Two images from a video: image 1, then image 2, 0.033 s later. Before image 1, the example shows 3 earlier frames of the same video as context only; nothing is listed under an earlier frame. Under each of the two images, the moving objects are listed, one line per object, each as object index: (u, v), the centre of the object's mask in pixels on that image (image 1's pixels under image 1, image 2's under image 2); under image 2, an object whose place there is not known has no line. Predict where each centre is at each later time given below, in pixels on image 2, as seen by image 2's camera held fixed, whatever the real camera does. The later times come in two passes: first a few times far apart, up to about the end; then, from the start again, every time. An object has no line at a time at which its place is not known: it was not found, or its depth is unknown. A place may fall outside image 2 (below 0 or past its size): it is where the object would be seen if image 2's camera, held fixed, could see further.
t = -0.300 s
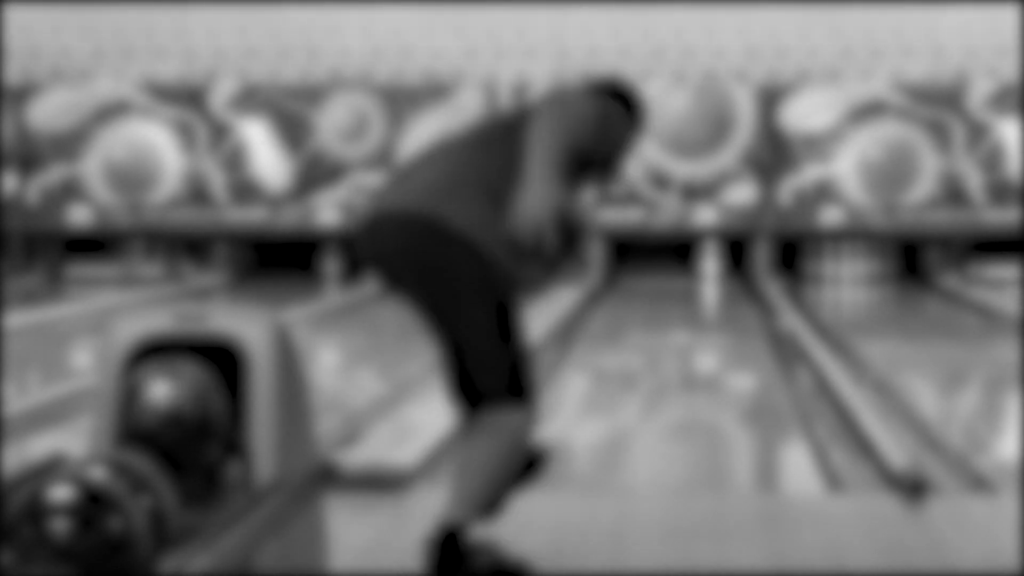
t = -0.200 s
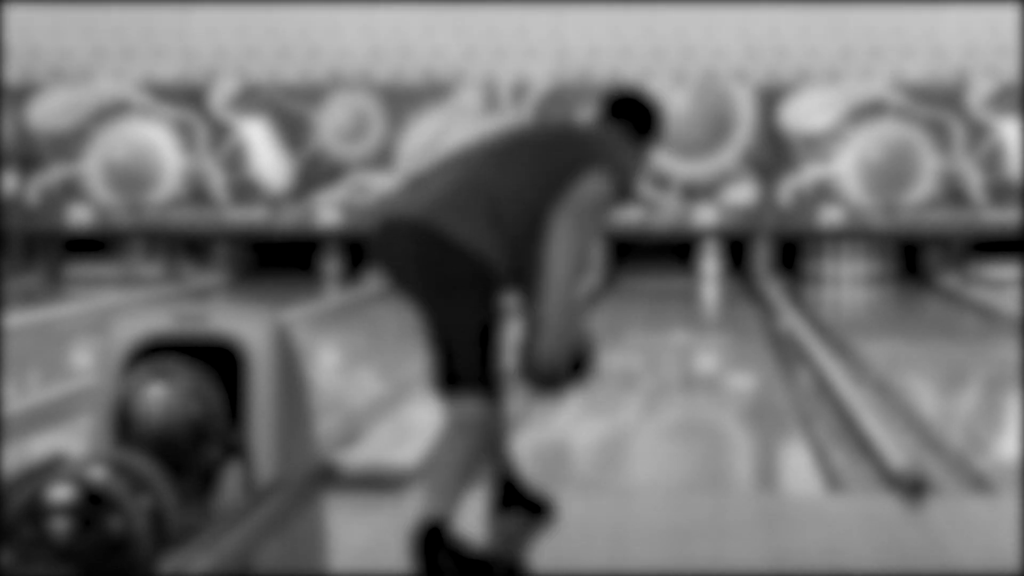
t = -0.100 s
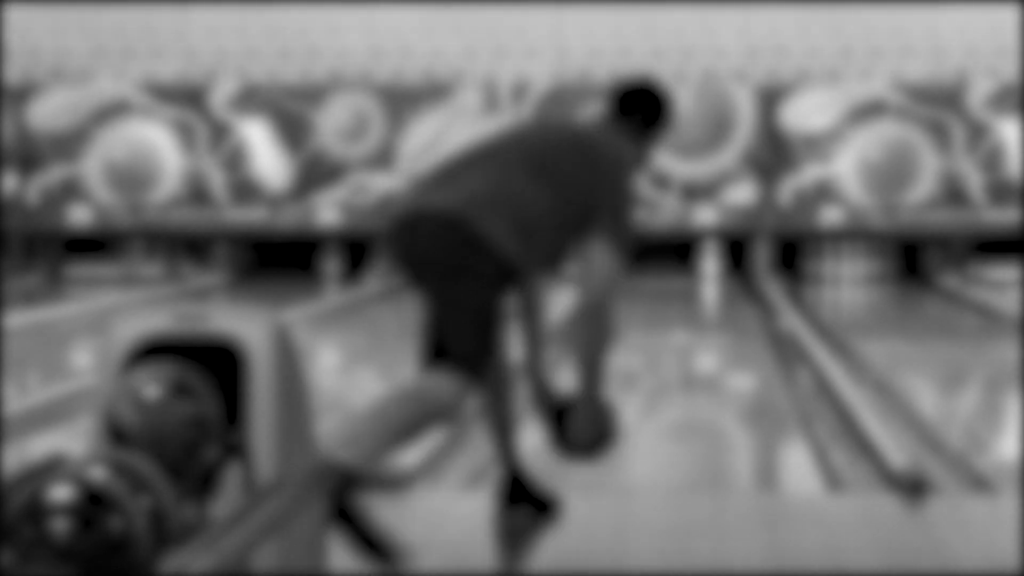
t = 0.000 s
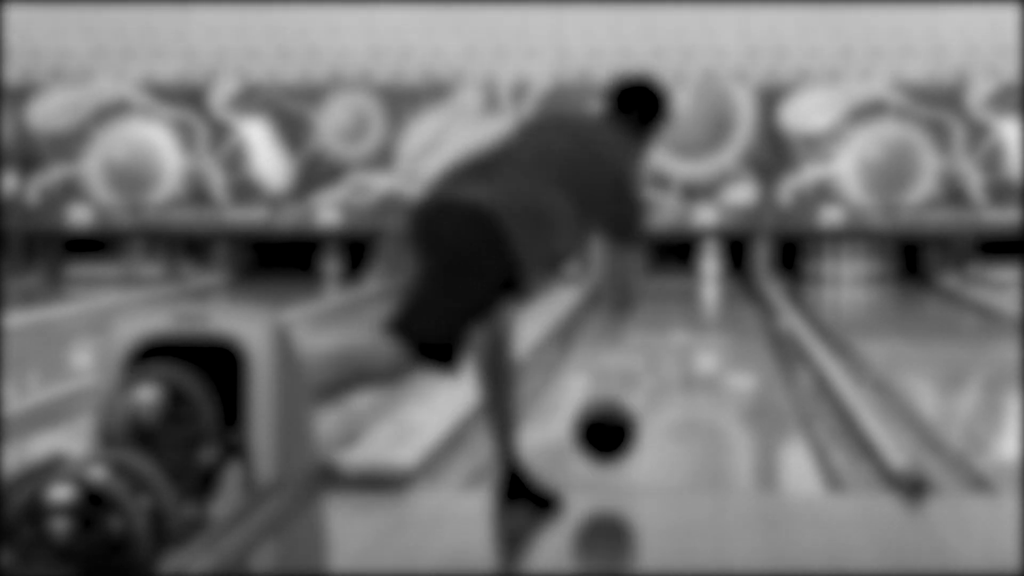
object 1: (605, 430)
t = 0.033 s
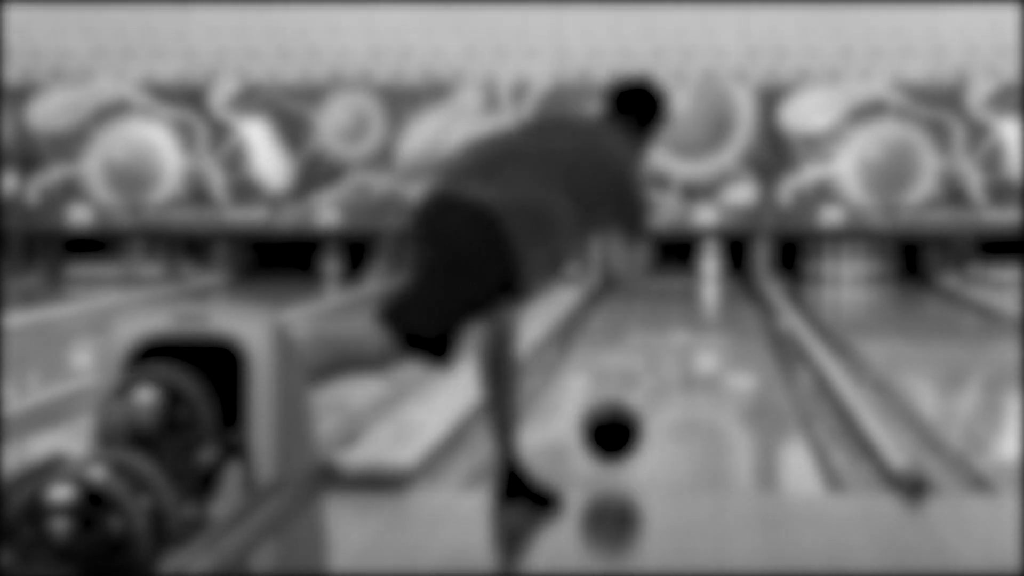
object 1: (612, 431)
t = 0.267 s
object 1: (645, 395)
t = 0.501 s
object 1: (667, 364)
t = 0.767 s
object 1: (683, 337)
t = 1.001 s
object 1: (692, 321)
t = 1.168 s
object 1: (697, 313)
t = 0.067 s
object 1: (618, 435)
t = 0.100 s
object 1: (622, 426)
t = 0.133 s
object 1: (628, 419)
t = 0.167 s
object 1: (632, 414)
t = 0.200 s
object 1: (637, 406)
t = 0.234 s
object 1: (641, 400)
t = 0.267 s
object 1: (645, 395)
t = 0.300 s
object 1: (648, 391)
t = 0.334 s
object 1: (652, 385)
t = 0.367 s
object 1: (655, 380)
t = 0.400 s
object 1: (658, 375)
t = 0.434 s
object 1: (663, 371)
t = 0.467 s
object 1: (666, 367)
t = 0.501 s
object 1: (667, 364)
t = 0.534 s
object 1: (669, 360)
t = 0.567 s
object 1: (671, 357)
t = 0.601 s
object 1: (673, 354)
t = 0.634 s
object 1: (675, 349)
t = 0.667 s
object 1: (677, 347)
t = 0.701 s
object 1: (679, 343)
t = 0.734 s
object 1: (682, 340)
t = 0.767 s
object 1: (683, 337)
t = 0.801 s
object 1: (685, 336)
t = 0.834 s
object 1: (687, 333)
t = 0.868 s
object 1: (688, 332)
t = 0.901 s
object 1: (690, 328)
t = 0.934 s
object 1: (692, 325)
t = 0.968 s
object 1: (692, 322)
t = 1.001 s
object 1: (692, 321)
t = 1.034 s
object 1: (695, 319)
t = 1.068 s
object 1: (695, 318)
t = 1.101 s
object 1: (696, 316)
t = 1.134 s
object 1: (695, 313)
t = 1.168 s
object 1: (697, 313)
